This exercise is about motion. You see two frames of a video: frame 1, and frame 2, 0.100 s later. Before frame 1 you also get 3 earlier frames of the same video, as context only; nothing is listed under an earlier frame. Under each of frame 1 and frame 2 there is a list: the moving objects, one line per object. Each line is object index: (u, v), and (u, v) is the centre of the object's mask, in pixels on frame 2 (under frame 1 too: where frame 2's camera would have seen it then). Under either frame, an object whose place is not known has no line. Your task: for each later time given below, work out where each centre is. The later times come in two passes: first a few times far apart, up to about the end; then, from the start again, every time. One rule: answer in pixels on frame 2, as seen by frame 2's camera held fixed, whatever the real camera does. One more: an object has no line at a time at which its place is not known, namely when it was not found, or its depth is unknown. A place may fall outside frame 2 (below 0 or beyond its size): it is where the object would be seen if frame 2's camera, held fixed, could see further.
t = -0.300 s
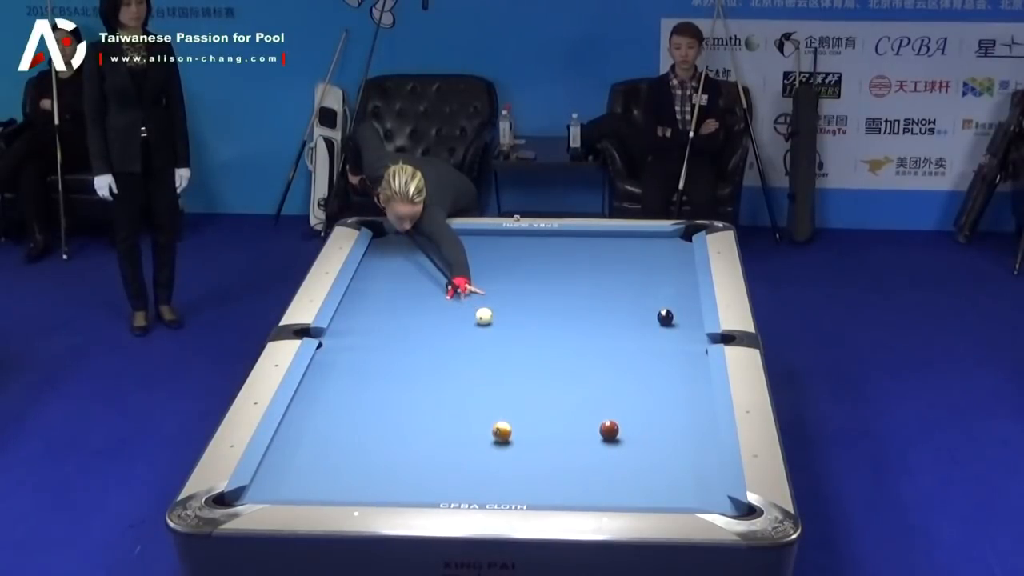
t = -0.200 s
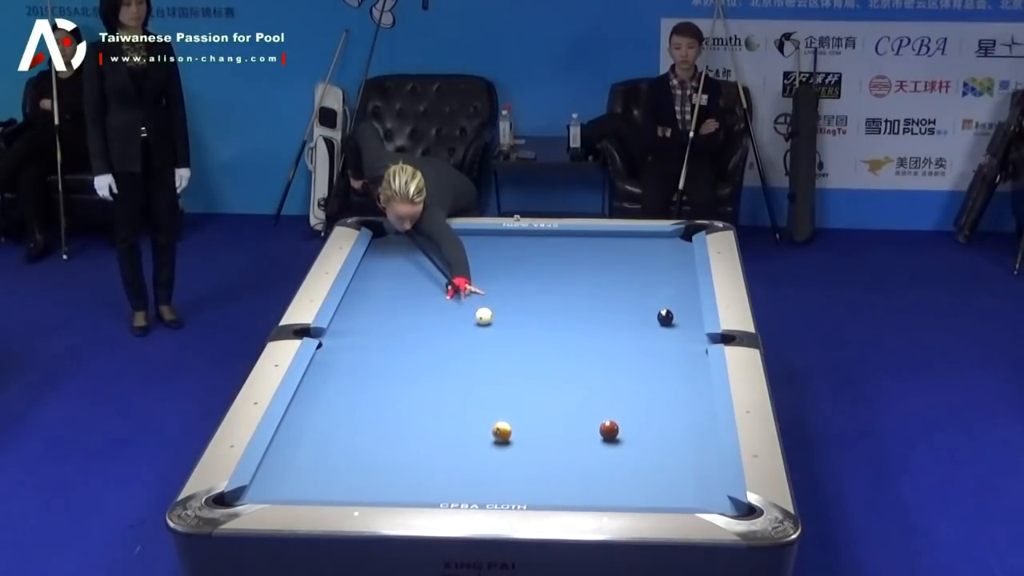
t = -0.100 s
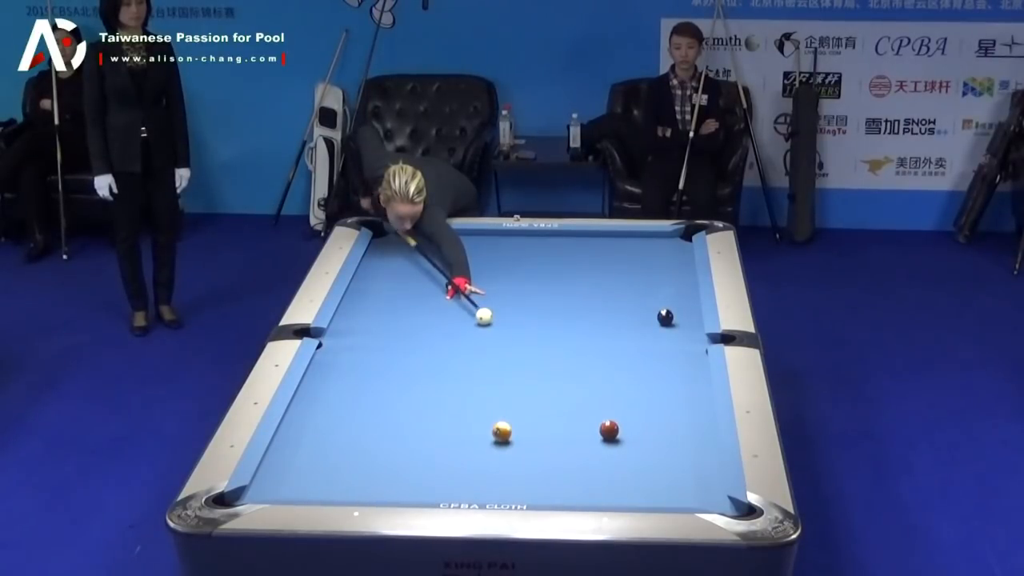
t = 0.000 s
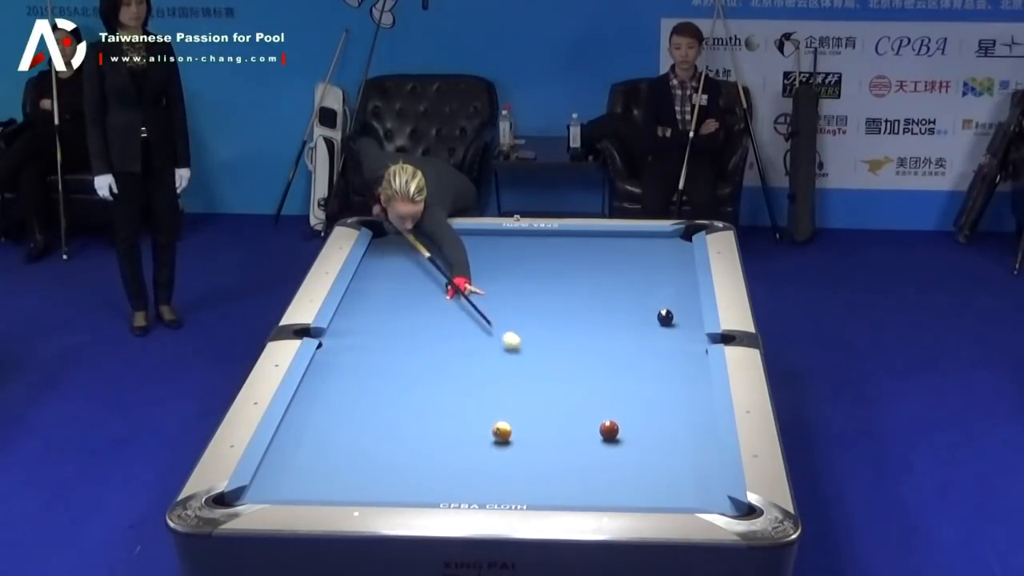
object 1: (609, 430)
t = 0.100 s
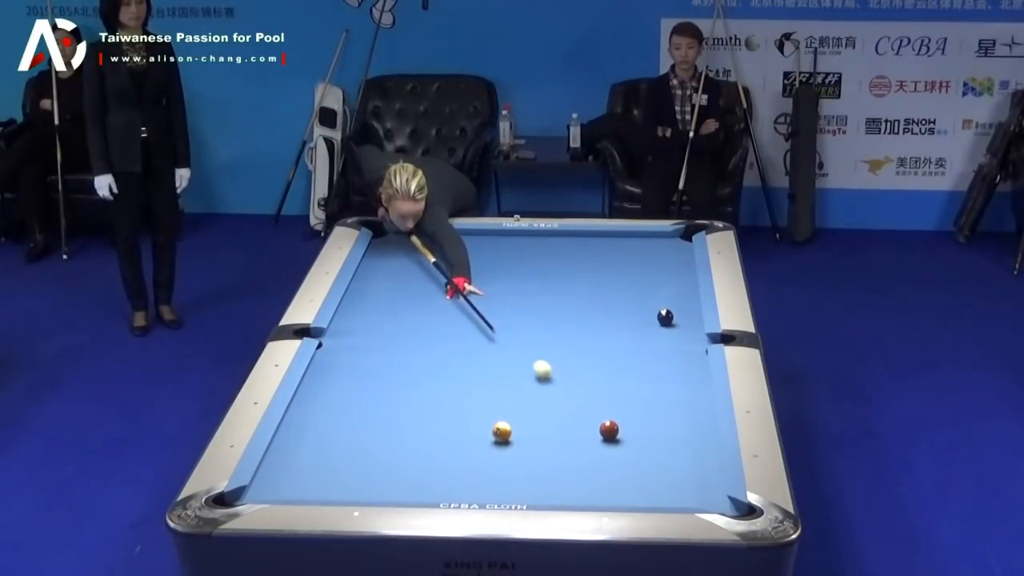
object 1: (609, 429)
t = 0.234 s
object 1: (609, 430)
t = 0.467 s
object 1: (692, 490)
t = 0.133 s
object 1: (609, 430)
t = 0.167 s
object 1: (609, 429)
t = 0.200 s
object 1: (609, 430)
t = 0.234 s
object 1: (609, 430)
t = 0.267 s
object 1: (610, 430)
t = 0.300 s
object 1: (622, 439)
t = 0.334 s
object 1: (636, 449)
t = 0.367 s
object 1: (650, 459)
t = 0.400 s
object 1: (664, 471)
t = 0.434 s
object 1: (678, 481)
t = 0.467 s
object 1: (692, 490)
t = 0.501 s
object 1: (706, 499)
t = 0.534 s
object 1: (721, 507)
